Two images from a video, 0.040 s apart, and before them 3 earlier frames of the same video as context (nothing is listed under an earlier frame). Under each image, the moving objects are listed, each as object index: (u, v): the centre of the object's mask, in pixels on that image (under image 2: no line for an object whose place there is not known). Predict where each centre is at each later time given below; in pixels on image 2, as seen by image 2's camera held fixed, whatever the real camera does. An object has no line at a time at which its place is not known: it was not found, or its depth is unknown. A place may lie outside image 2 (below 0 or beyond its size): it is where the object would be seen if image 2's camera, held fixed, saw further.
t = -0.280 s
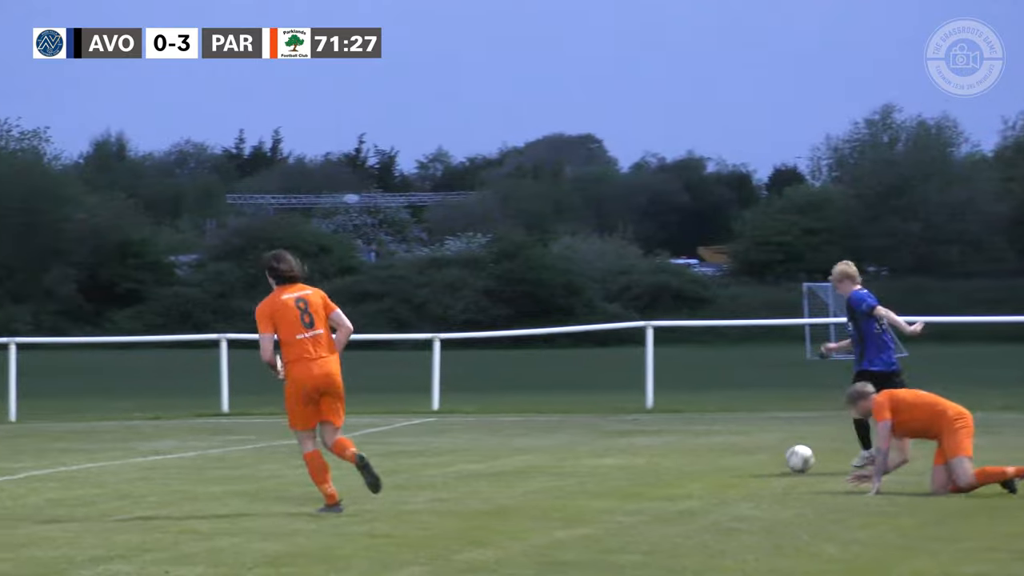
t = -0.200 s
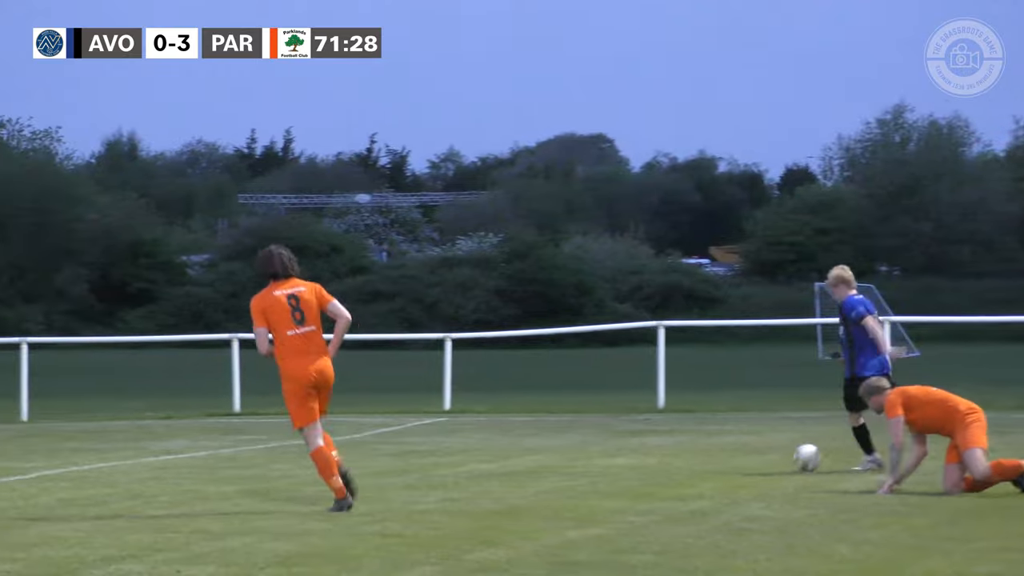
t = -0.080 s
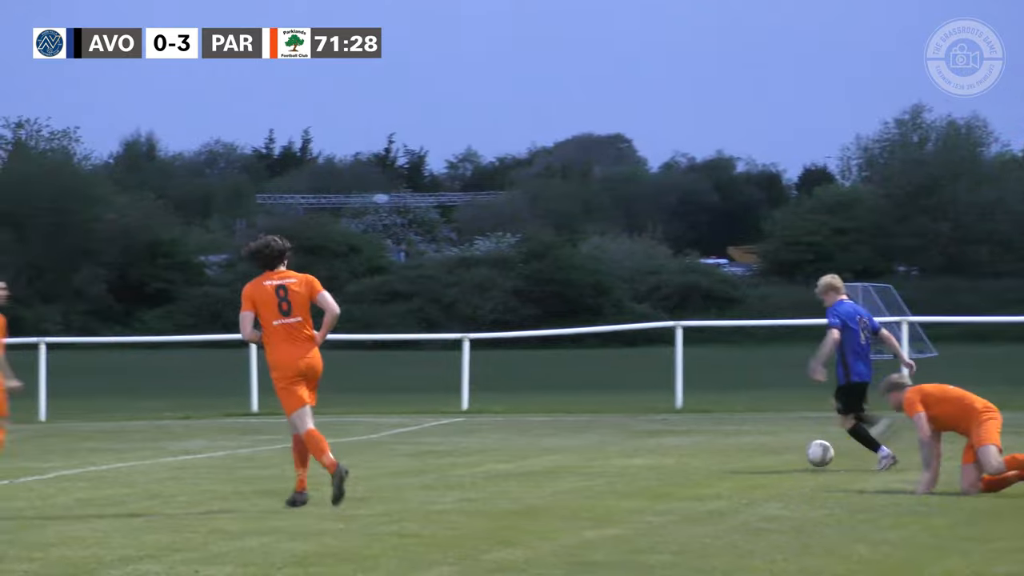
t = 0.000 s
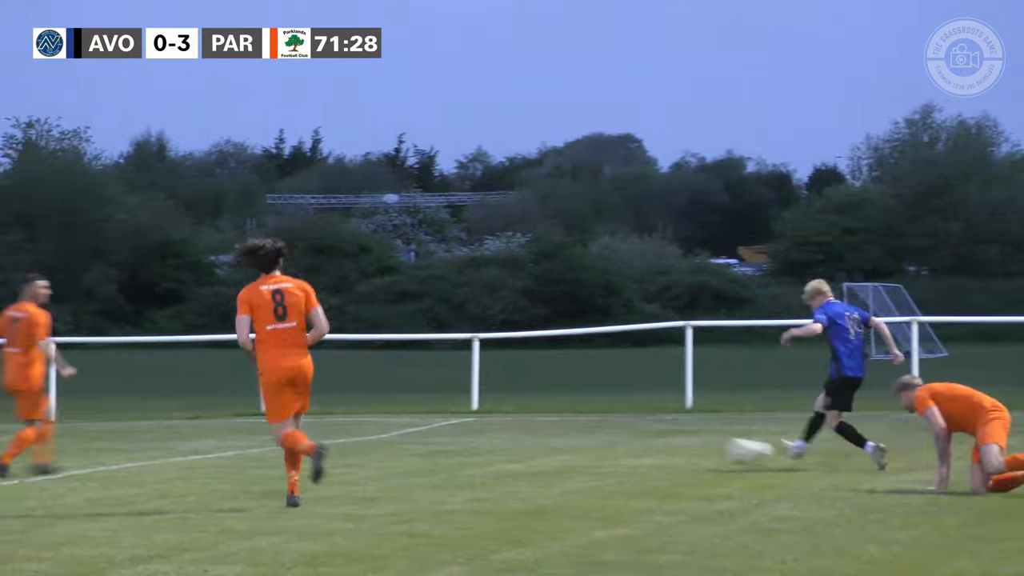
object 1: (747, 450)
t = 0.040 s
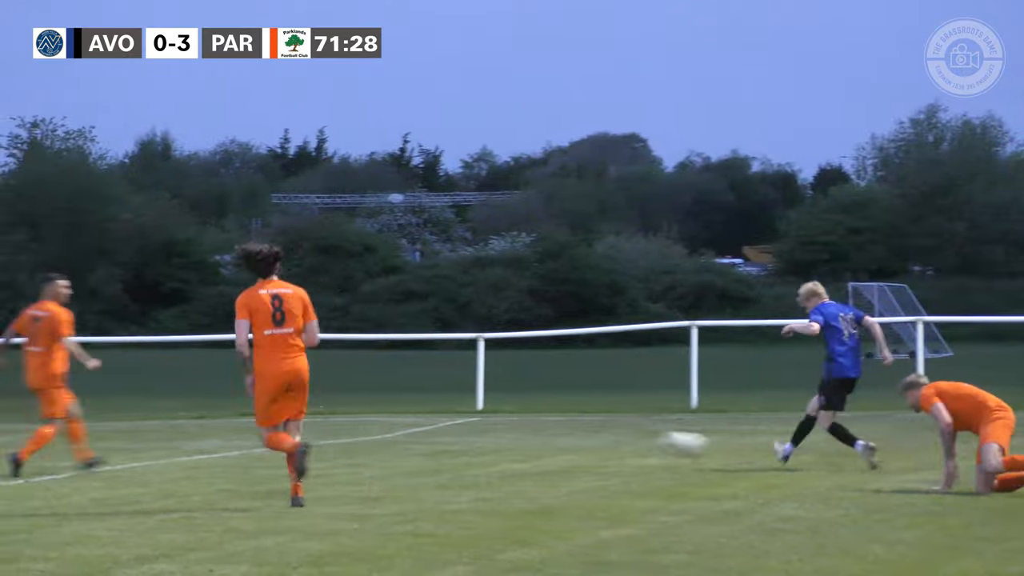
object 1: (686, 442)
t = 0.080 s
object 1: (617, 437)
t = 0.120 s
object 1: (550, 435)
